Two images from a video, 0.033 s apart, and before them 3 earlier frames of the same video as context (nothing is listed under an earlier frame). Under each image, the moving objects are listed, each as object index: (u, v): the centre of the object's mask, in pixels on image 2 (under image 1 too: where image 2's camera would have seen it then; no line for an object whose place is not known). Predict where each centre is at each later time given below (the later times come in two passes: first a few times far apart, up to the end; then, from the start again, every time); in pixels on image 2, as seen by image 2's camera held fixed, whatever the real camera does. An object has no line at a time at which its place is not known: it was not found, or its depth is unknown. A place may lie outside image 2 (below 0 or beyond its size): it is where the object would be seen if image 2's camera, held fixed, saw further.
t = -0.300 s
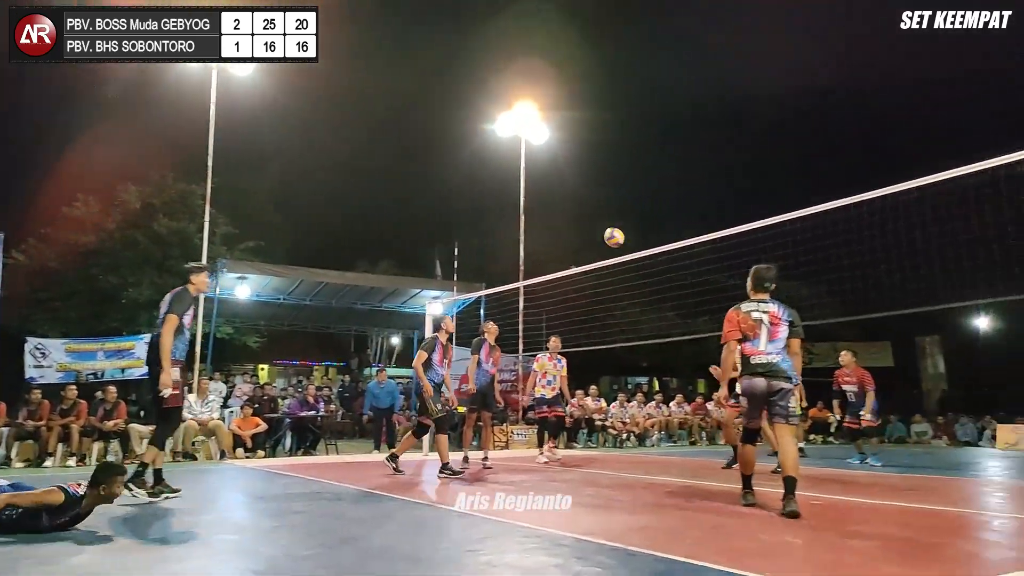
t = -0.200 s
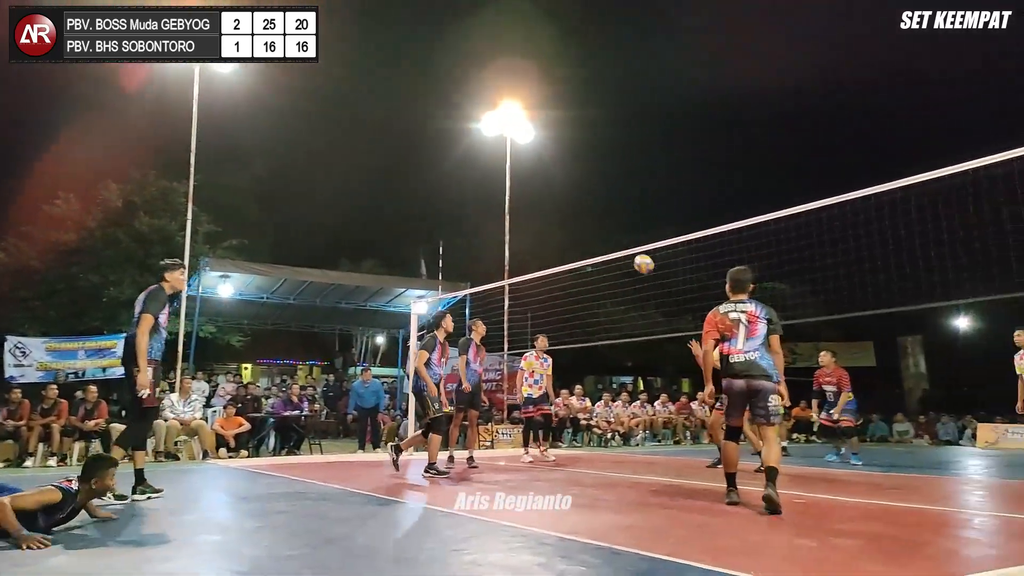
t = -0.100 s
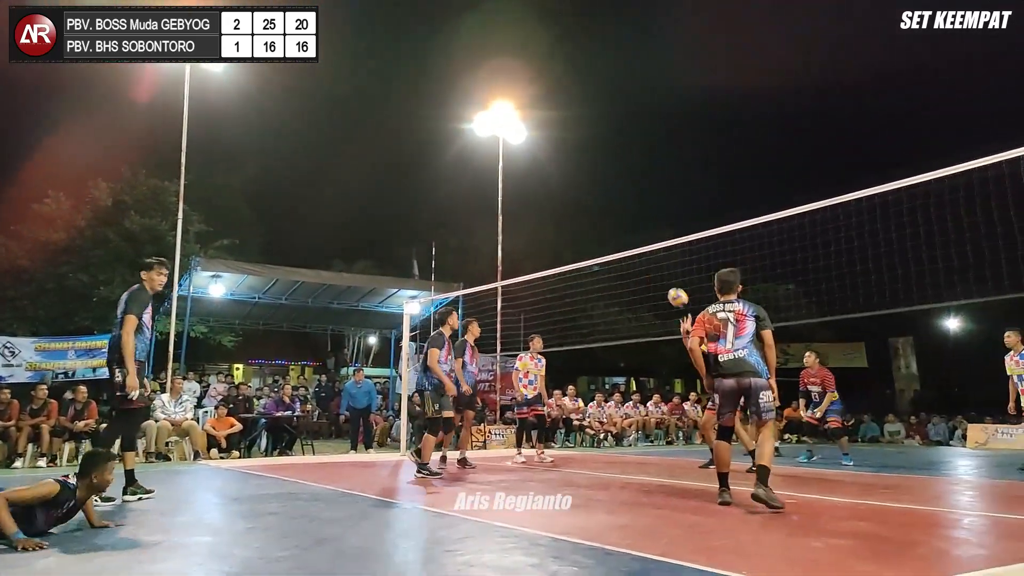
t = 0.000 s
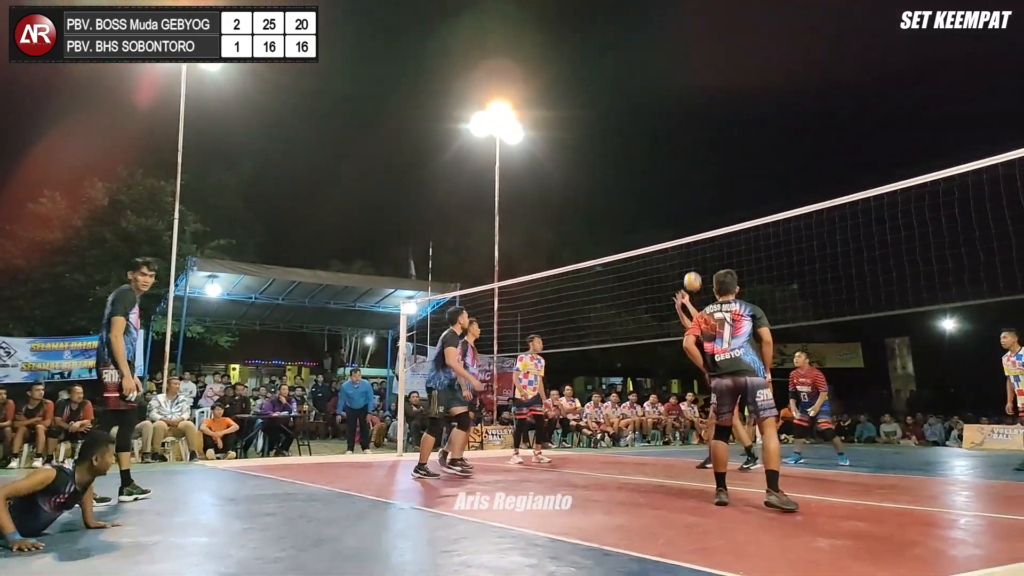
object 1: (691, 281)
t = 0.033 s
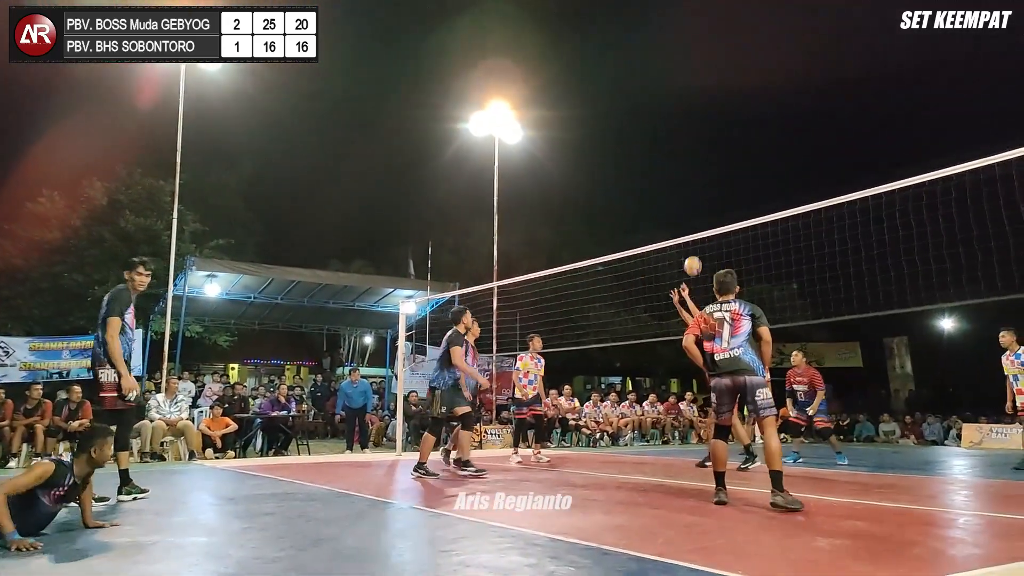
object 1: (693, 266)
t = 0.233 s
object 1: (702, 195)
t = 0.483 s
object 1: (715, 152)
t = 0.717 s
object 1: (728, 152)
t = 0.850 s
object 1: (736, 168)
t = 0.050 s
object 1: (693, 259)
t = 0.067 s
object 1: (694, 251)
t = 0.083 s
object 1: (695, 245)
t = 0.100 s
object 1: (696, 239)
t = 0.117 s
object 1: (696, 231)
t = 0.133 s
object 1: (697, 224)
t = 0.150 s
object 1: (698, 220)
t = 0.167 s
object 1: (699, 215)
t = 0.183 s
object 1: (699, 209)
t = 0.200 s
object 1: (700, 204)
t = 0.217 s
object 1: (701, 199)
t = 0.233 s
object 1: (702, 195)
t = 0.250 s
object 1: (702, 190)
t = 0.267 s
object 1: (703, 186)
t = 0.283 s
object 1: (705, 182)
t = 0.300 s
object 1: (705, 179)
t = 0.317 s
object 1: (706, 175)
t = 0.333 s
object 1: (707, 172)
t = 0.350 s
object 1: (708, 169)
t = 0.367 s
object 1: (709, 166)
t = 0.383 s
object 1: (710, 164)
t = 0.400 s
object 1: (710, 161)
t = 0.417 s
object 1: (711, 159)
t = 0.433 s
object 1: (712, 157)
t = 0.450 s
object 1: (713, 155)
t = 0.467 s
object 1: (714, 154)
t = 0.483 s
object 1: (715, 152)
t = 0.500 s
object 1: (716, 151)
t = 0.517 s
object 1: (717, 150)
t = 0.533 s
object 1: (718, 149)
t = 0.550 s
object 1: (719, 149)
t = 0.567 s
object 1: (719, 148)
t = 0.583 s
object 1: (721, 148)
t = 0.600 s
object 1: (721, 148)
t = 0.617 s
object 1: (722, 148)
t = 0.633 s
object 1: (723, 148)
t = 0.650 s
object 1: (724, 149)
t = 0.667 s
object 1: (725, 149)
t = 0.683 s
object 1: (726, 150)
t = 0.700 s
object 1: (727, 151)
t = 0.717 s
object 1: (728, 152)
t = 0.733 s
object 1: (729, 154)
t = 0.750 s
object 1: (730, 155)
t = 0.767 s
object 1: (731, 157)
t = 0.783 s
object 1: (732, 159)
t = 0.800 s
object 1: (733, 161)
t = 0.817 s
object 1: (734, 163)
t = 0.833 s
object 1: (735, 166)
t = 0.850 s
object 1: (736, 168)
